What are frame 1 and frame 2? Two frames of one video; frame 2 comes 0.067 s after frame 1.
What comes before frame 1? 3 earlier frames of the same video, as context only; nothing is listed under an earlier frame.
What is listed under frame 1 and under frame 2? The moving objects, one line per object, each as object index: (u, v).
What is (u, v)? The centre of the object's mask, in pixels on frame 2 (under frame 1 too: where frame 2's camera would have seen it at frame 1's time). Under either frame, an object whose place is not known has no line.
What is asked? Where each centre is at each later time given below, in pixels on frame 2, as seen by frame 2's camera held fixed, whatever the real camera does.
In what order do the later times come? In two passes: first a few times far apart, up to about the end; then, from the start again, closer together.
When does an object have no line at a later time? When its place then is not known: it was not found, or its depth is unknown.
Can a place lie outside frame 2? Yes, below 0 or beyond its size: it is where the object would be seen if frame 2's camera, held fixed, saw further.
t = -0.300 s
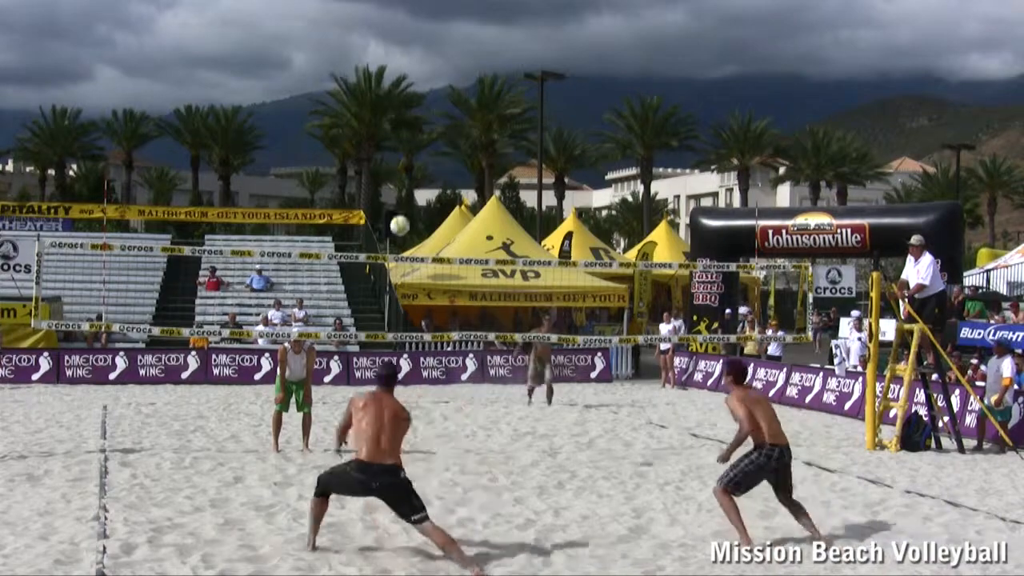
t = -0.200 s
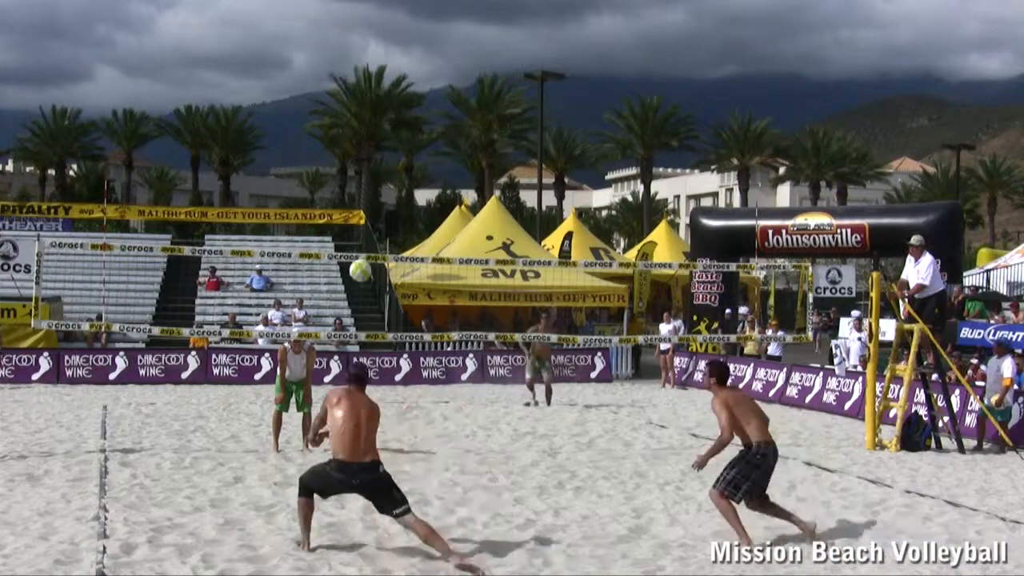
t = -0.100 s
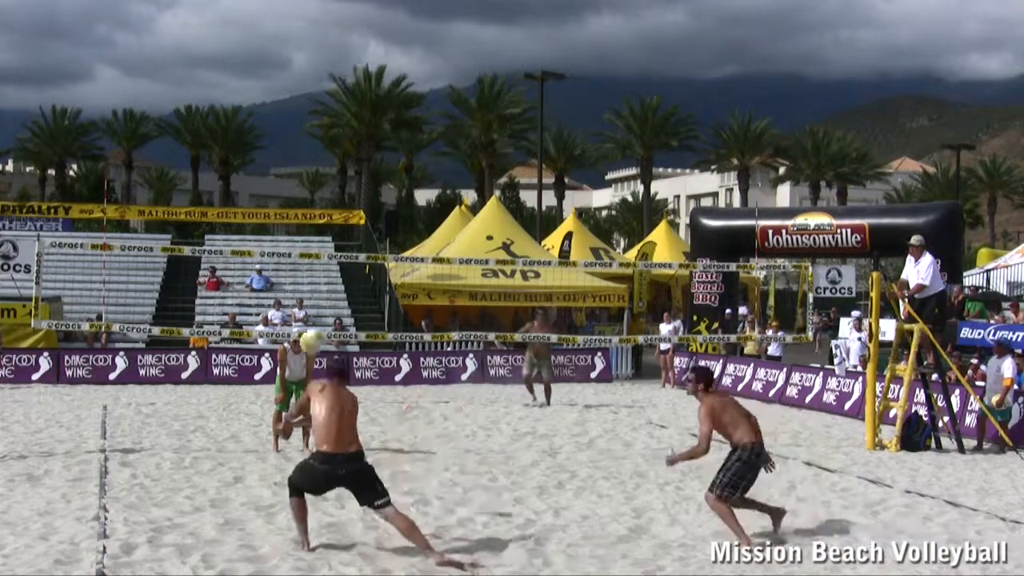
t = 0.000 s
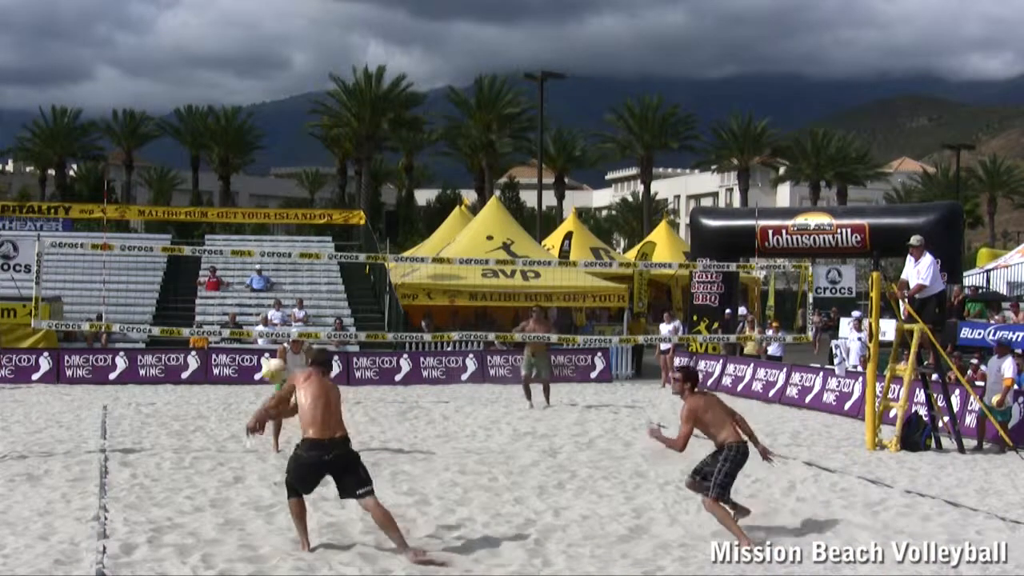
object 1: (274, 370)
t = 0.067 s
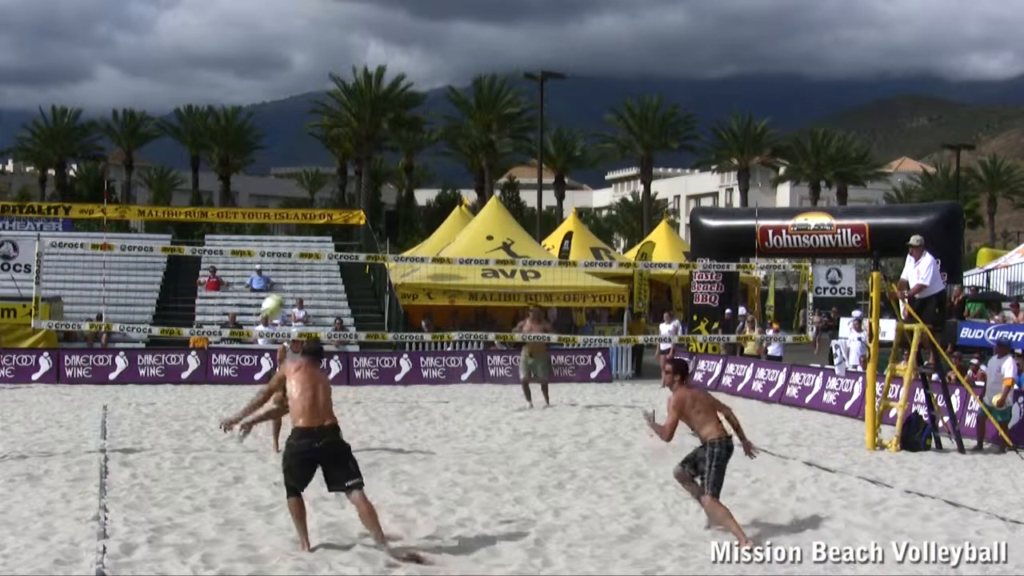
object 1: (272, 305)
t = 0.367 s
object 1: (275, 108)
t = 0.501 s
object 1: (274, 56)
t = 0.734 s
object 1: (275, 14)
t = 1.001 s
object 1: (274, 33)
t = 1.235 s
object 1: (271, 101)
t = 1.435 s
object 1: (269, 193)
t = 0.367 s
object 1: (275, 108)
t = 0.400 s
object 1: (273, 93)
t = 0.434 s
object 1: (273, 77)
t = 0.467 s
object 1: (274, 66)
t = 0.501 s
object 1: (274, 56)
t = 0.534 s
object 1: (273, 45)
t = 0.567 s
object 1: (274, 38)
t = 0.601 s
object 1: (275, 32)
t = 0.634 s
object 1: (275, 26)
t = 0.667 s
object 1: (275, 20)
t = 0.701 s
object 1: (275, 16)
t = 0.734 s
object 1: (275, 14)
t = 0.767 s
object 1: (275, 14)
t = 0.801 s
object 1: (275, 13)
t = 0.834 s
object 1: (275, 14)
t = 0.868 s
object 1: (275, 15)
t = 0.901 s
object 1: (275, 17)
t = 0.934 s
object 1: (274, 21)
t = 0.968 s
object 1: (275, 26)
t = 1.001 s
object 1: (274, 33)
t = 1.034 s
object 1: (274, 40)
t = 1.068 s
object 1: (274, 45)
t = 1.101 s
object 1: (271, 54)
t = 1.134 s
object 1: (271, 65)
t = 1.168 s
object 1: (272, 75)
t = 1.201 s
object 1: (272, 89)
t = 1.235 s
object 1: (271, 101)
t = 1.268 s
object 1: (271, 114)
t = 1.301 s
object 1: (271, 129)
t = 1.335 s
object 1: (270, 143)
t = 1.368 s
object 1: (270, 159)
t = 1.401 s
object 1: (270, 176)
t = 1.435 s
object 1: (269, 193)
